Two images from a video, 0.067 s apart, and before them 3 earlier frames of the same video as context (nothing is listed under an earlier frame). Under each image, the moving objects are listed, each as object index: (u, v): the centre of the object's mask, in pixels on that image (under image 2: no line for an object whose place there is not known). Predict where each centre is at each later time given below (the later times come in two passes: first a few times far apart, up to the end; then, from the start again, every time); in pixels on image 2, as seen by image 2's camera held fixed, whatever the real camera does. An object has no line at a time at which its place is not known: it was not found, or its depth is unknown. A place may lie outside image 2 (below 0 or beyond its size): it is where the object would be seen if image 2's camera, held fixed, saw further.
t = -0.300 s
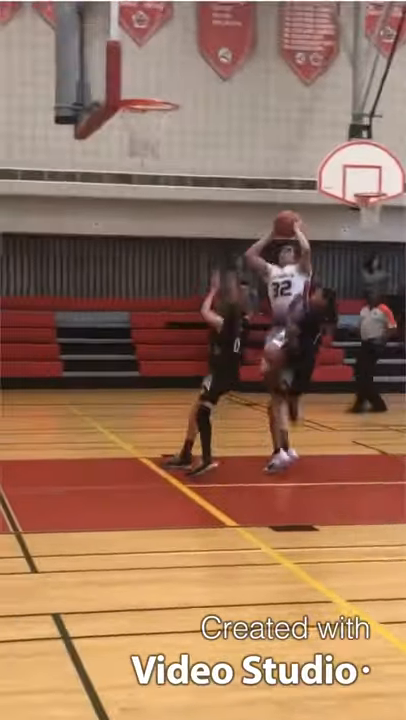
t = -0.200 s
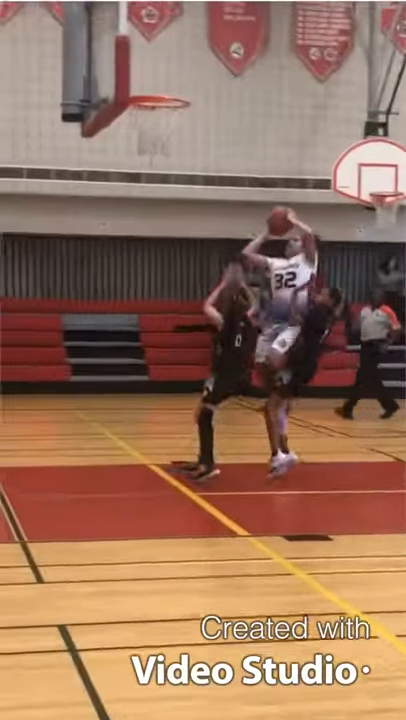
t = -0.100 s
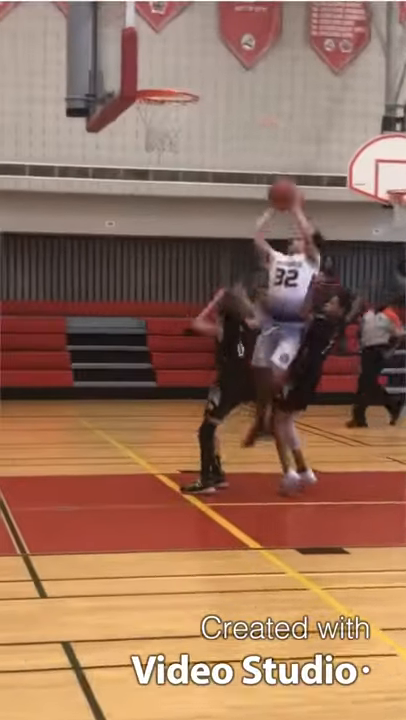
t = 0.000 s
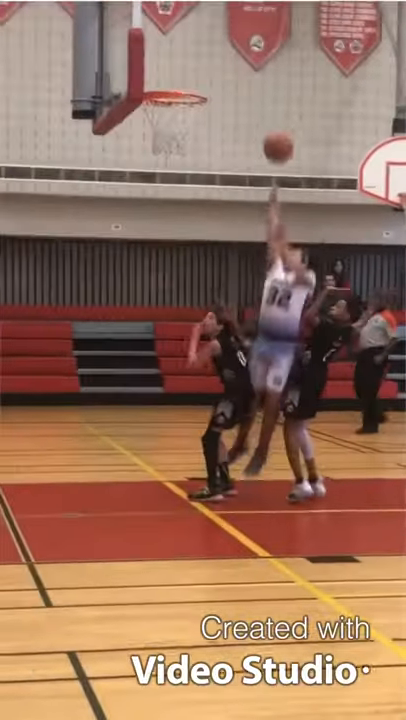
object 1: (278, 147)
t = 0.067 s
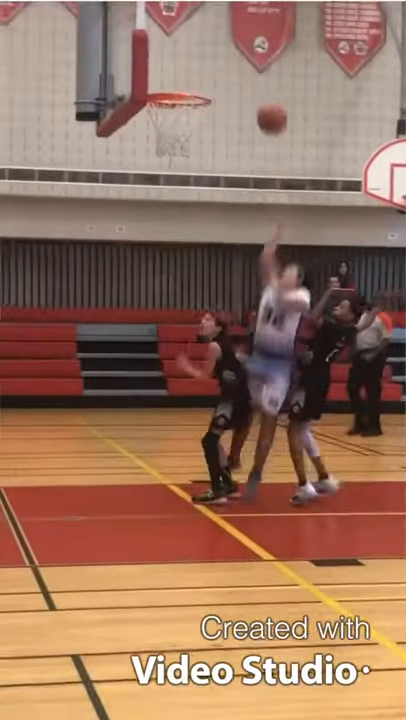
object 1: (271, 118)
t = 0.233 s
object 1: (243, 65)
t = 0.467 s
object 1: (204, 45)
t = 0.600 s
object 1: (178, 68)
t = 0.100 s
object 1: (267, 106)
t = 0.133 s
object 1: (262, 93)
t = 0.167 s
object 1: (256, 81)
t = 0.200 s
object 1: (250, 73)
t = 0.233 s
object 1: (243, 65)
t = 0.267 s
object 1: (238, 58)
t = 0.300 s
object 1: (234, 50)
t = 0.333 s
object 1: (229, 46)
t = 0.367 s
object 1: (222, 44)
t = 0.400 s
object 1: (217, 42)
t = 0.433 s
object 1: (211, 43)
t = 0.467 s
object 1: (204, 45)
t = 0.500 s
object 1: (198, 47)
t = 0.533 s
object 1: (191, 52)
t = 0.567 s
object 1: (185, 59)
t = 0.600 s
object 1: (178, 68)
